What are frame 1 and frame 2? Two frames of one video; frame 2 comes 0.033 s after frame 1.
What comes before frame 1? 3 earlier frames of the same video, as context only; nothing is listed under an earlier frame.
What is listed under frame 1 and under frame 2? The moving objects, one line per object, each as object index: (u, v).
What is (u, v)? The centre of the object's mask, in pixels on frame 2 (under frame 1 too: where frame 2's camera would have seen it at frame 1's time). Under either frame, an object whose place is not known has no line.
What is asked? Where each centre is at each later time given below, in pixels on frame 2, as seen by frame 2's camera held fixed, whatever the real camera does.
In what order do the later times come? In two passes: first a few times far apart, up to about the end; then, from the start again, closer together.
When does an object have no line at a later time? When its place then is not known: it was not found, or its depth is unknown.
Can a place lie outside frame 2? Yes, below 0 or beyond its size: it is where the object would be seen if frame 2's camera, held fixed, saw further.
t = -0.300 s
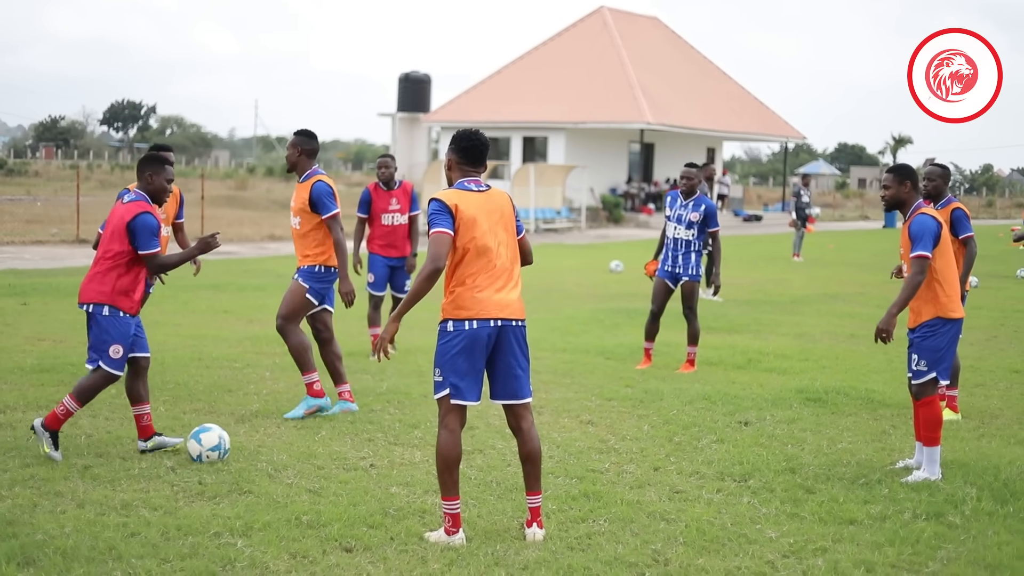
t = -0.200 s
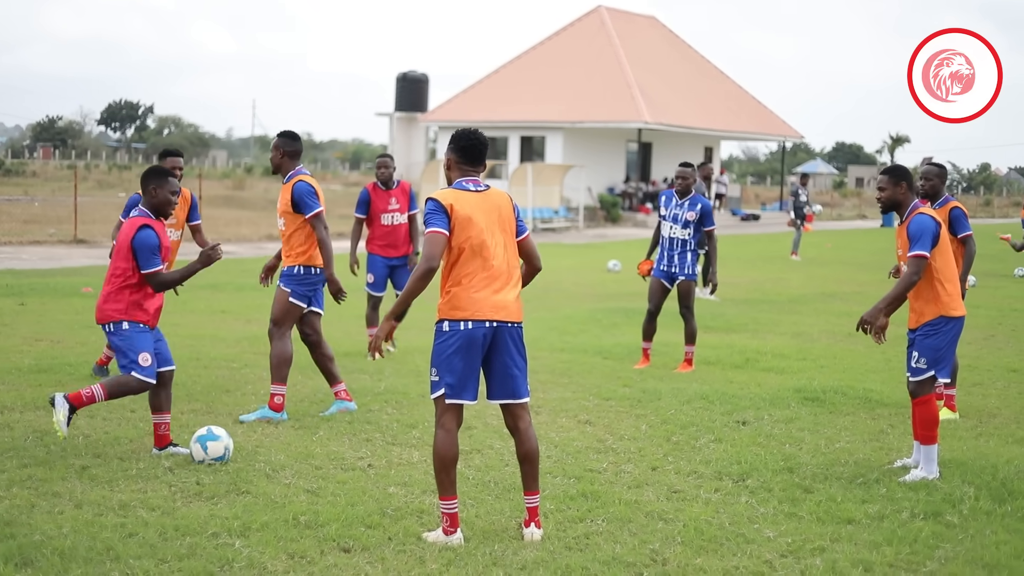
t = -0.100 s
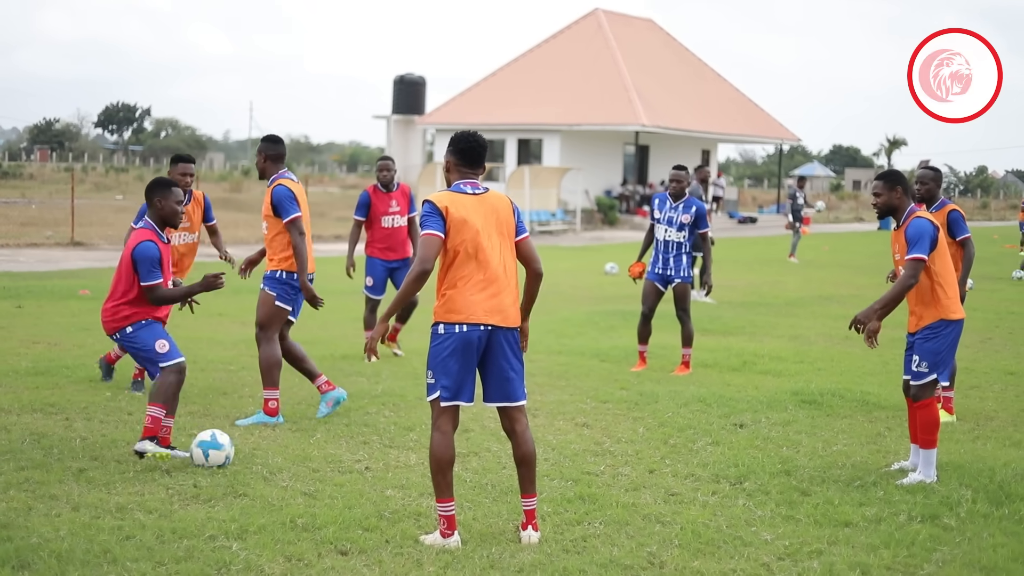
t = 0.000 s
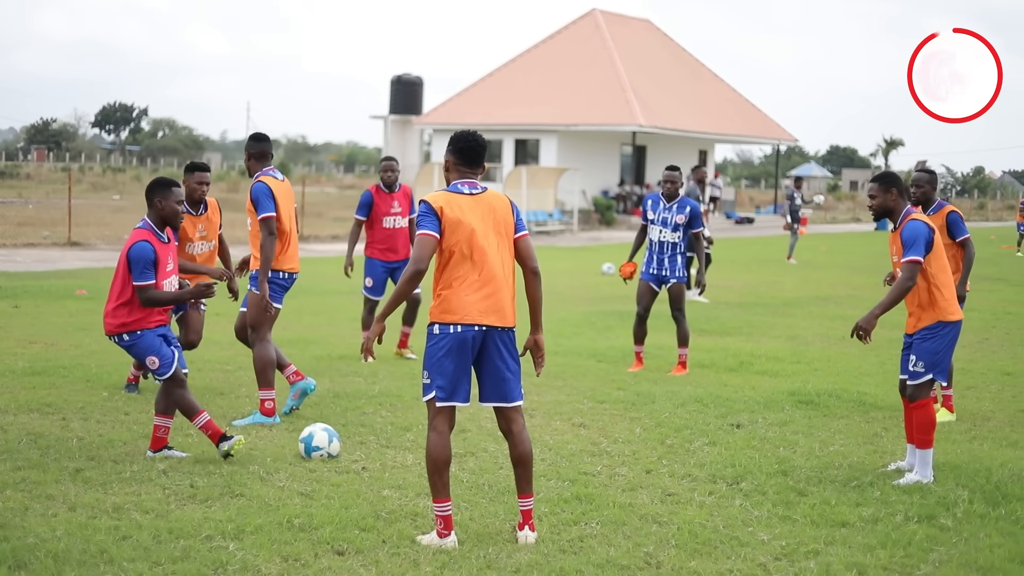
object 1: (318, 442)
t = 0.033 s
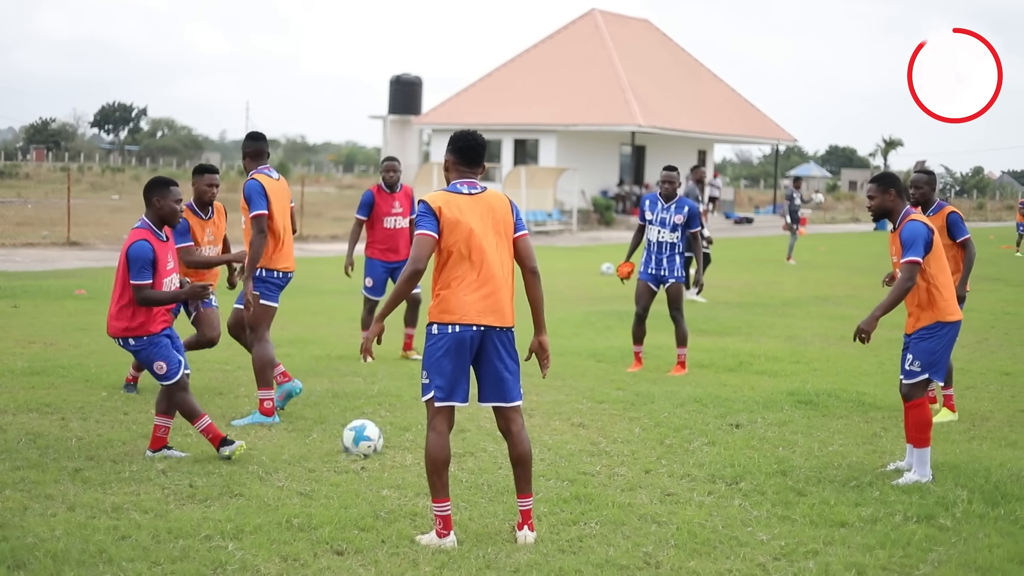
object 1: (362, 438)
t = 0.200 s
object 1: (542, 422)
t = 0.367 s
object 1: (668, 409)
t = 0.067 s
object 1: (403, 434)
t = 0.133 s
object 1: (475, 427)
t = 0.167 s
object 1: (495, 430)
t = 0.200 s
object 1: (542, 422)
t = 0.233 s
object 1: (570, 421)
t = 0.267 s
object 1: (598, 419)
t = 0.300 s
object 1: (624, 417)
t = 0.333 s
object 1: (647, 414)
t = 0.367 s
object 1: (668, 409)
